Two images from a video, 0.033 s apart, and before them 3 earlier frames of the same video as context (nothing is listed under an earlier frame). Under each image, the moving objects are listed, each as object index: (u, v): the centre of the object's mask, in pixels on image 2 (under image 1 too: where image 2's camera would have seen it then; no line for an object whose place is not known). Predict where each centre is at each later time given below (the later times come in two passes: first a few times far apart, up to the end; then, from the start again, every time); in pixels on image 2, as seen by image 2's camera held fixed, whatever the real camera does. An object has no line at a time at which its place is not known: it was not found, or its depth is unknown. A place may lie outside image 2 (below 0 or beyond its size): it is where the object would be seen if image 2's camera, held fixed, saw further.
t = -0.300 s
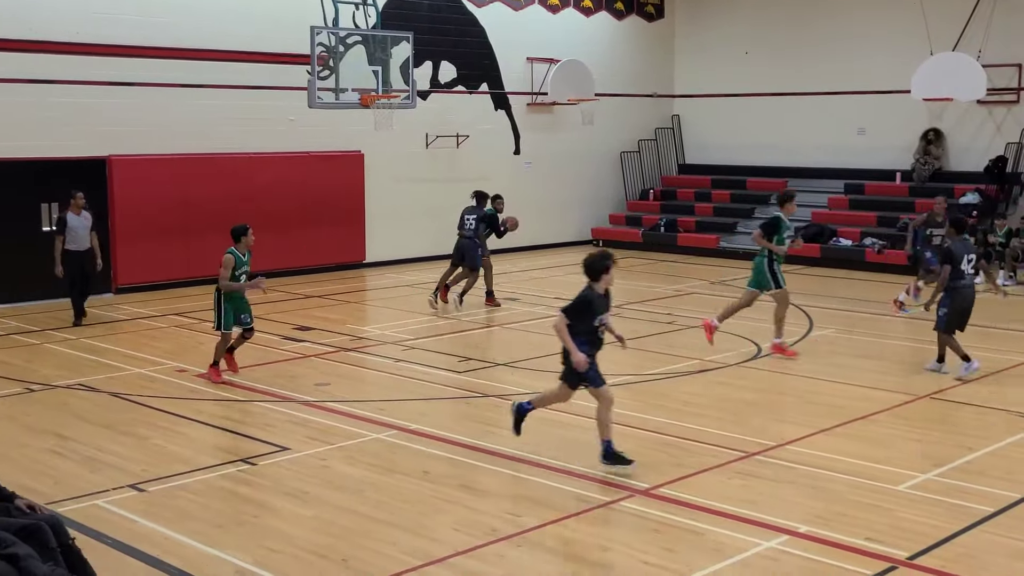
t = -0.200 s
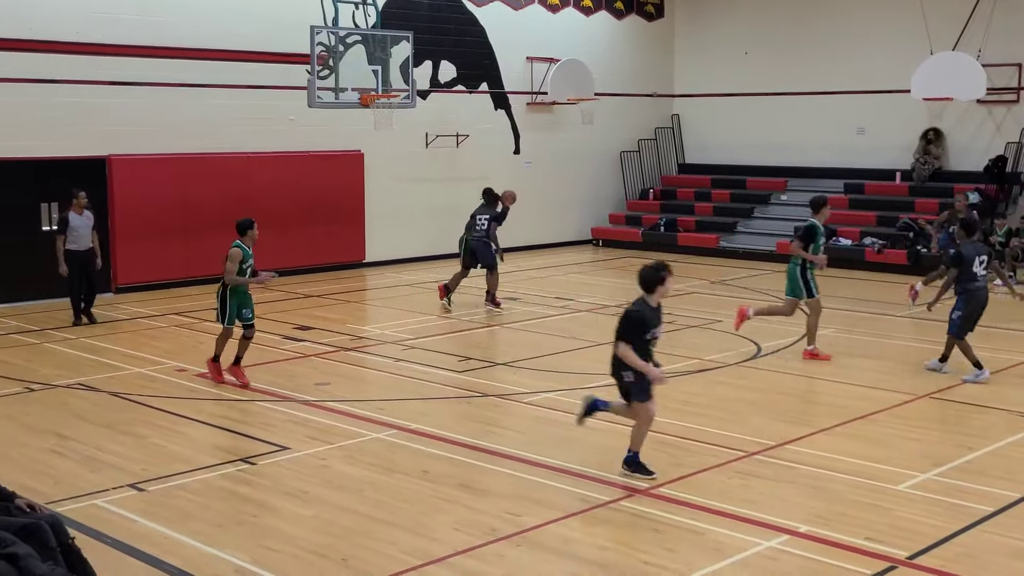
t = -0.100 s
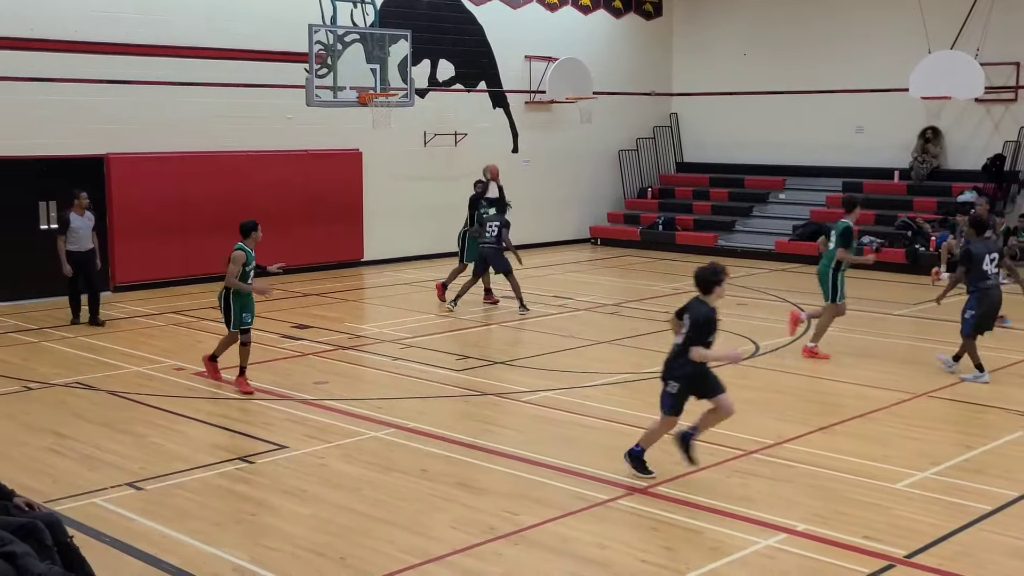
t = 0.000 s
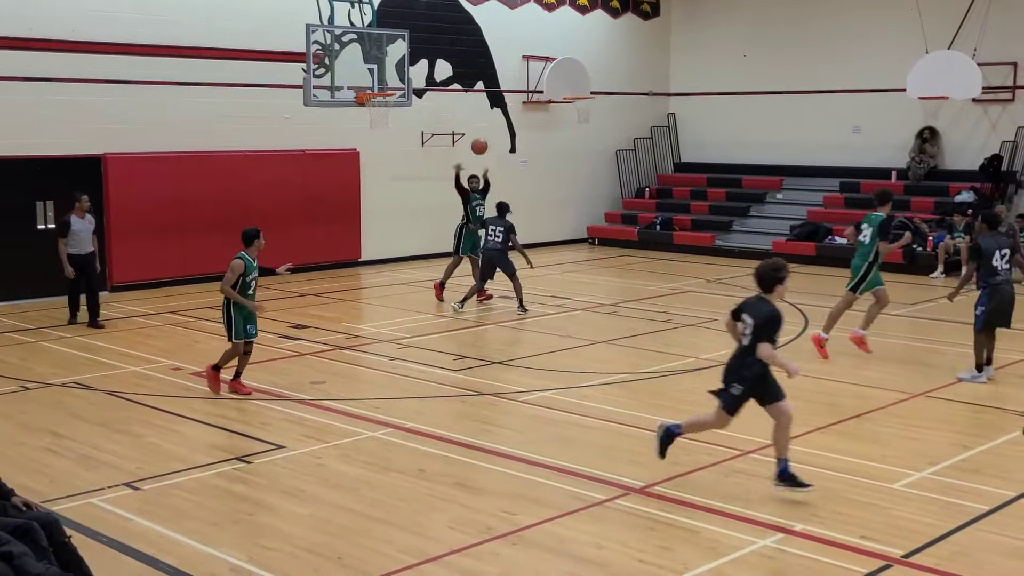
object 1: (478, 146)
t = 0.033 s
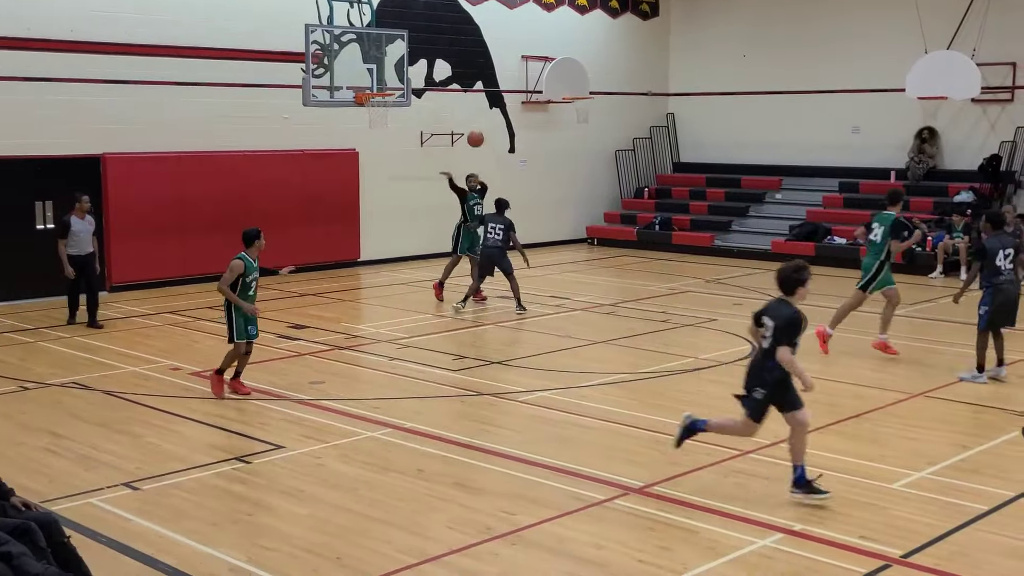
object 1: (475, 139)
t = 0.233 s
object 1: (455, 109)
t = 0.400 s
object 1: (437, 105)
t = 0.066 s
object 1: (472, 132)
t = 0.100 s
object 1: (469, 126)
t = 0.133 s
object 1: (465, 120)
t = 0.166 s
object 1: (462, 116)
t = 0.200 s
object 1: (459, 112)
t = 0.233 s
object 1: (455, 109)
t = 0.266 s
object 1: (452, 106)
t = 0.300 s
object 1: (448, 105)
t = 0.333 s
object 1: (444, 104)
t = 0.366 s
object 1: (441, 104)
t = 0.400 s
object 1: (437, 105)
